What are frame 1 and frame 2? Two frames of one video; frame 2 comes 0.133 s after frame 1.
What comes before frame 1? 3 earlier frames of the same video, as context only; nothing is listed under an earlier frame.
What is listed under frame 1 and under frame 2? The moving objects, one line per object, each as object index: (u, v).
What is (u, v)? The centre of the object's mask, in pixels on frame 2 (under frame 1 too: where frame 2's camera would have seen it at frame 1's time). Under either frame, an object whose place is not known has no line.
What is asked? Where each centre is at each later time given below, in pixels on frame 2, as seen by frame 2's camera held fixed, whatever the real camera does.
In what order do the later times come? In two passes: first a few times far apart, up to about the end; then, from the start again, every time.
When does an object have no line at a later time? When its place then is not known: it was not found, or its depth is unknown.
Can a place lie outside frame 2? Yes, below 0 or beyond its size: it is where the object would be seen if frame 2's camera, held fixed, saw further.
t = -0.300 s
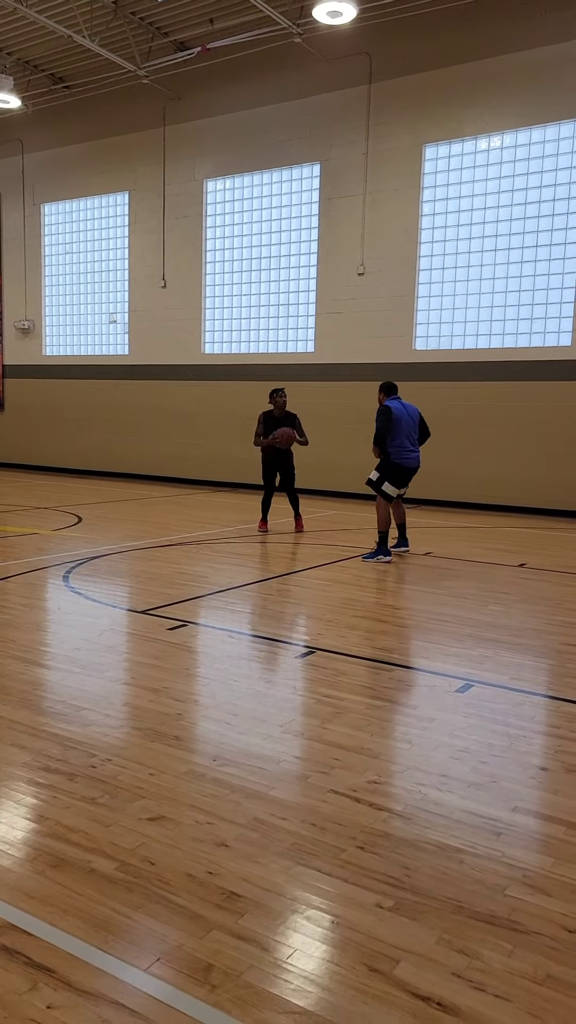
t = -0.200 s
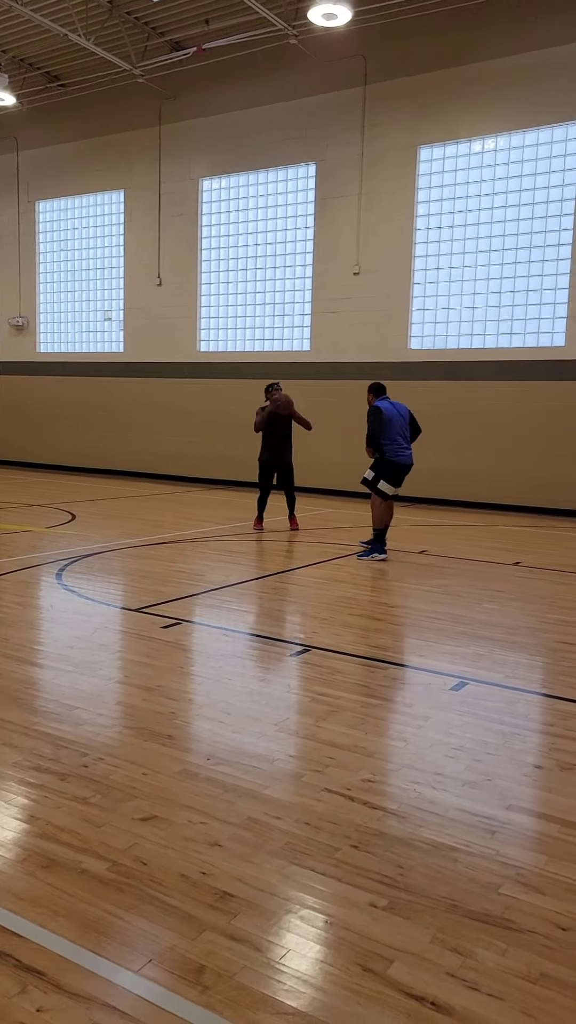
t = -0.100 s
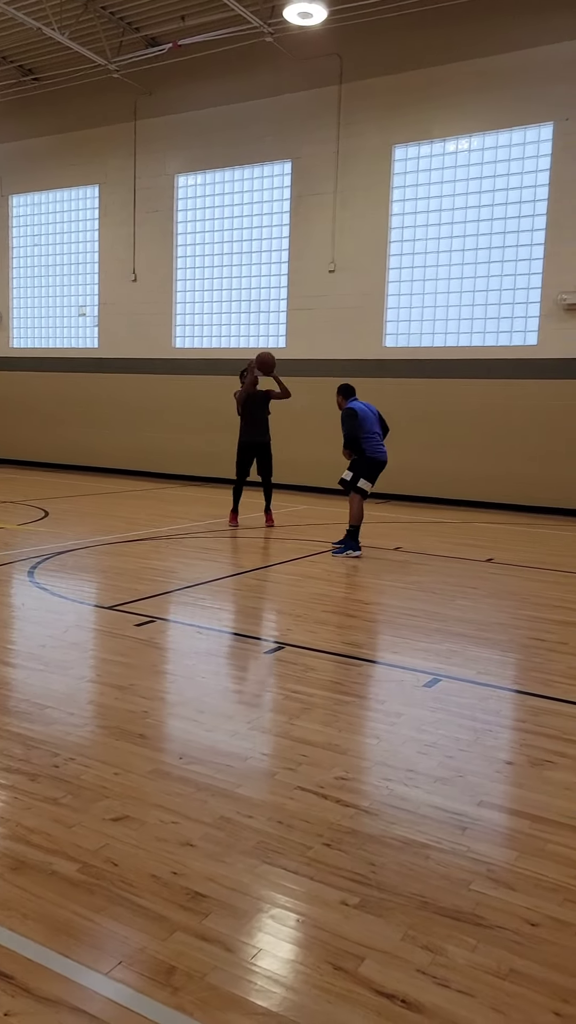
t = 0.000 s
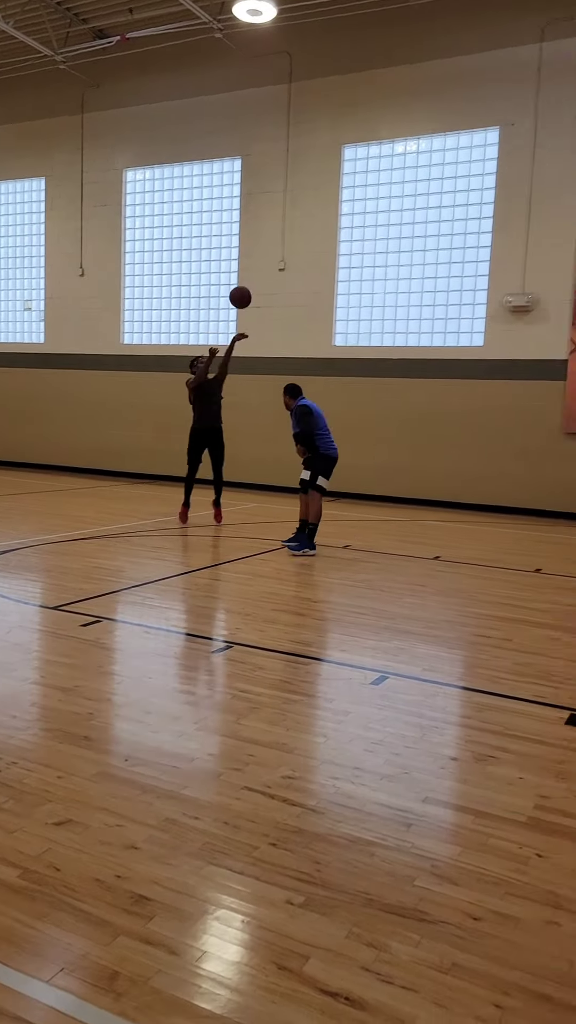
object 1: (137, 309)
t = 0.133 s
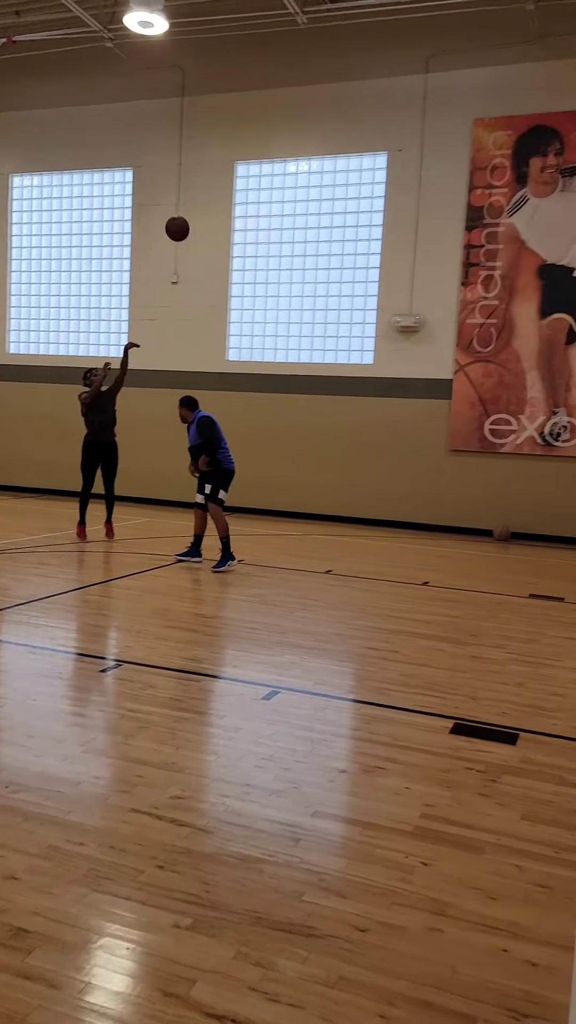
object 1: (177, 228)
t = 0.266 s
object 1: (222, 159)
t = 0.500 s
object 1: (309, 68)
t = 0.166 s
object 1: (188, 210)
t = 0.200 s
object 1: (199, 193)
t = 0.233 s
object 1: (210, 176)
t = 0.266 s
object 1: (222, 159)
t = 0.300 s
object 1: (233, 143)
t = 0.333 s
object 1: (245, 128)
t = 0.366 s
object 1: (257, 115)
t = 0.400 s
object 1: (270, 102)
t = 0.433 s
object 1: (283, 90)
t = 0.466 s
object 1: (296, 79)
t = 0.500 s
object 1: (309, 68)
